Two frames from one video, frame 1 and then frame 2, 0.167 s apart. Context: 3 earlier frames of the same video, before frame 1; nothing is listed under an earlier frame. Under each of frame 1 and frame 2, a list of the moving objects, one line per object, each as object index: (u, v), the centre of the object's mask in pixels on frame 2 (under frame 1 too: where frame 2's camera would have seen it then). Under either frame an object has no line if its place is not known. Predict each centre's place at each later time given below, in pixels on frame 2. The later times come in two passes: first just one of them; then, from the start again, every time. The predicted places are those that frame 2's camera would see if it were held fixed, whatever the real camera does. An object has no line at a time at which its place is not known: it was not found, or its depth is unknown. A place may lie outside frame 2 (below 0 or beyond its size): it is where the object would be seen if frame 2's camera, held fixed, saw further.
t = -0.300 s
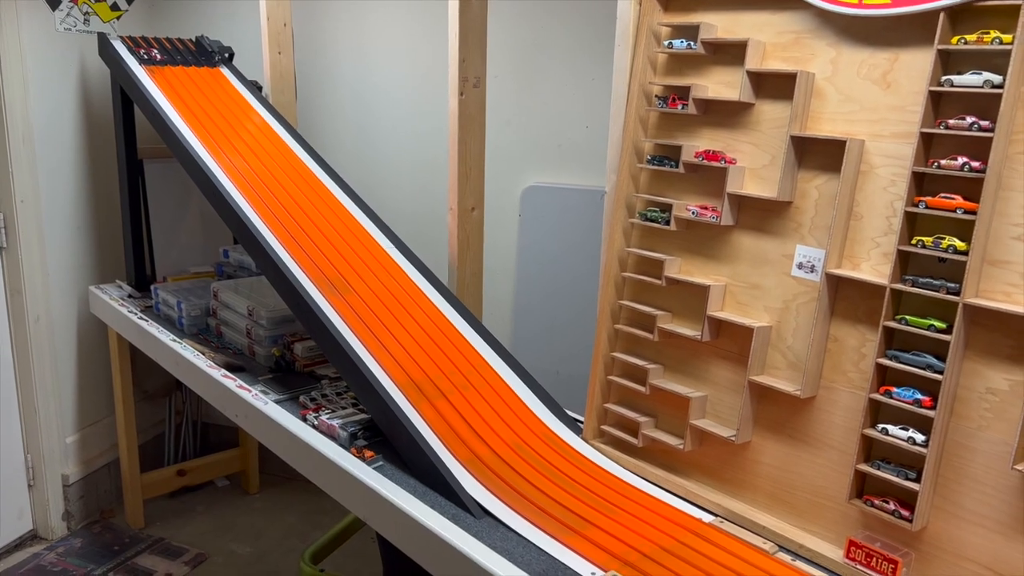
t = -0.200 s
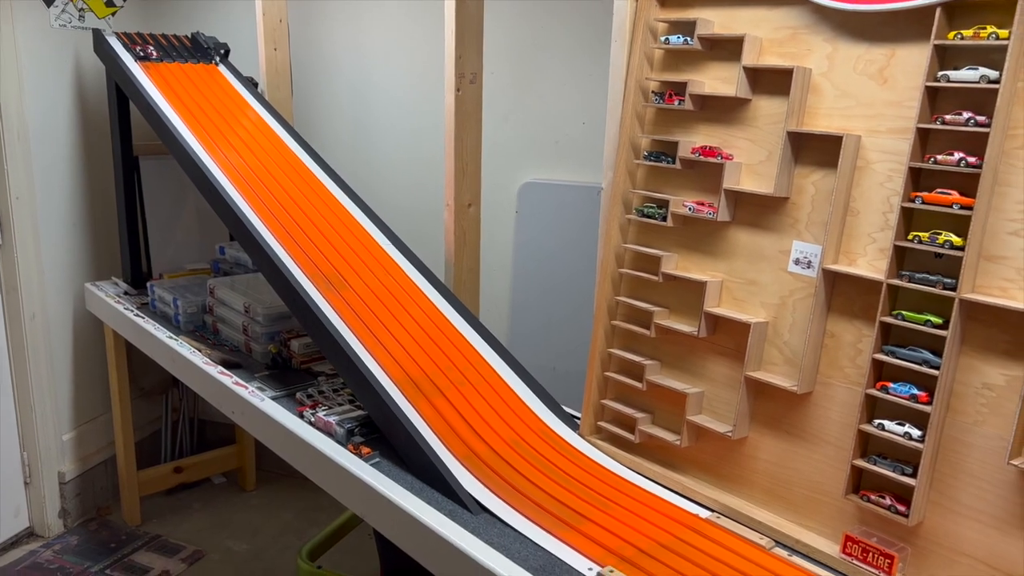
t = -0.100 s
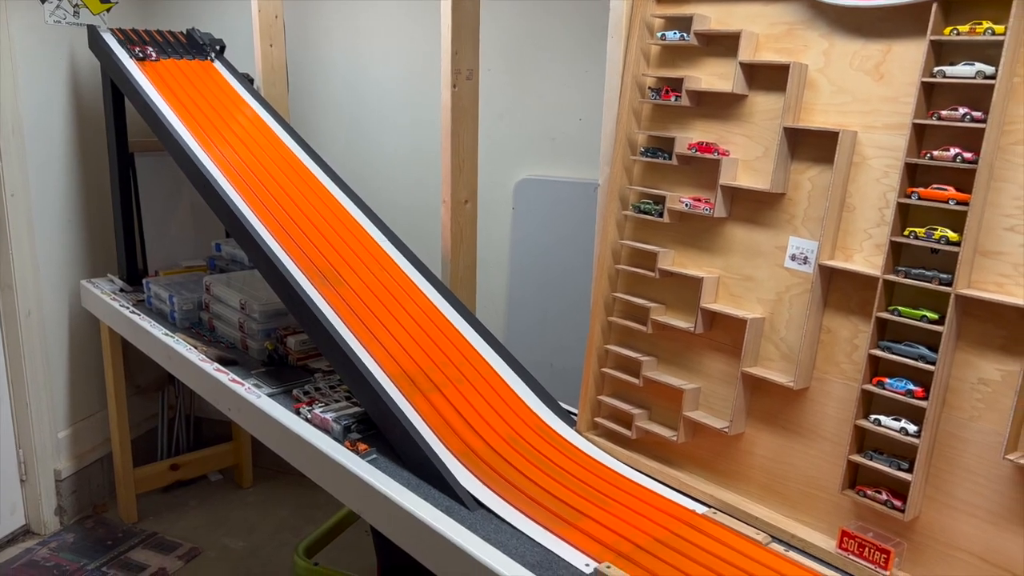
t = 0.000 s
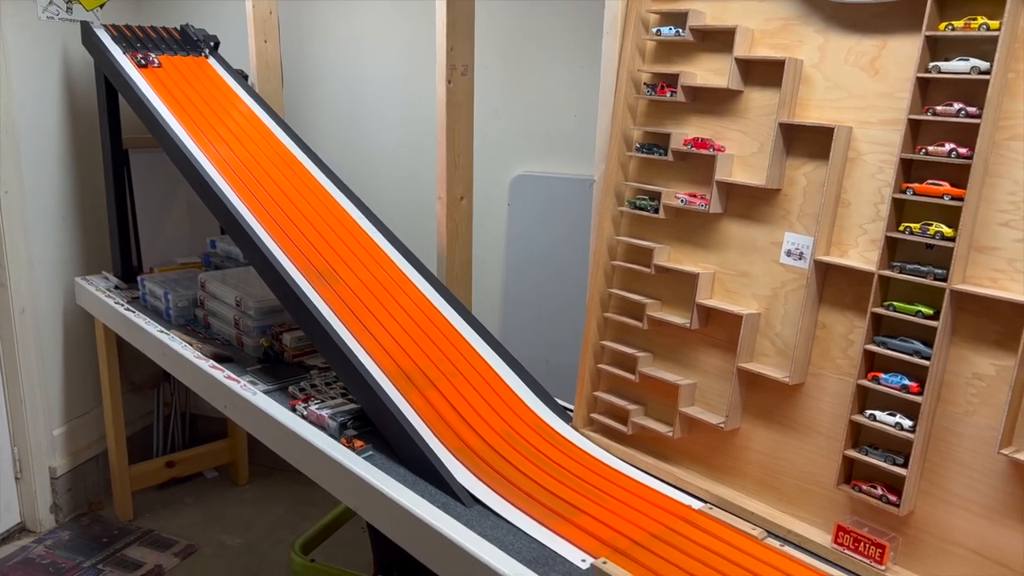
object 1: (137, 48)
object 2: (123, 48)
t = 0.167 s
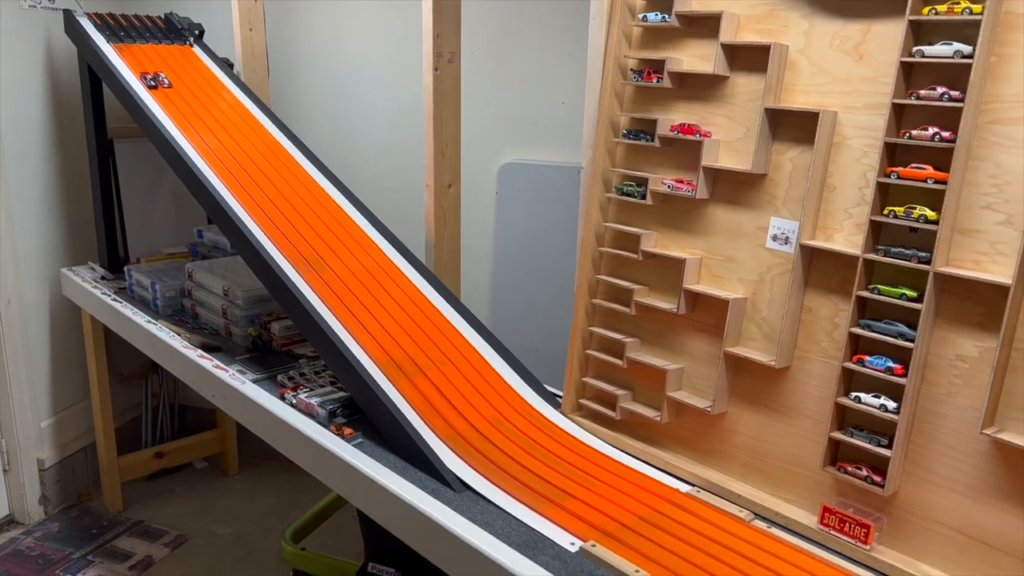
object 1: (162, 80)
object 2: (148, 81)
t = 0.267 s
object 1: (185, 108)
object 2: (172, 110)
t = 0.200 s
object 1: (169, 88)
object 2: (155, 89)
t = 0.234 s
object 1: (177, 97)
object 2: (163, 99)
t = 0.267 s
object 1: (185, 108)
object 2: (172, 110)
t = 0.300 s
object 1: (195, 119)
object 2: (182, 122)
